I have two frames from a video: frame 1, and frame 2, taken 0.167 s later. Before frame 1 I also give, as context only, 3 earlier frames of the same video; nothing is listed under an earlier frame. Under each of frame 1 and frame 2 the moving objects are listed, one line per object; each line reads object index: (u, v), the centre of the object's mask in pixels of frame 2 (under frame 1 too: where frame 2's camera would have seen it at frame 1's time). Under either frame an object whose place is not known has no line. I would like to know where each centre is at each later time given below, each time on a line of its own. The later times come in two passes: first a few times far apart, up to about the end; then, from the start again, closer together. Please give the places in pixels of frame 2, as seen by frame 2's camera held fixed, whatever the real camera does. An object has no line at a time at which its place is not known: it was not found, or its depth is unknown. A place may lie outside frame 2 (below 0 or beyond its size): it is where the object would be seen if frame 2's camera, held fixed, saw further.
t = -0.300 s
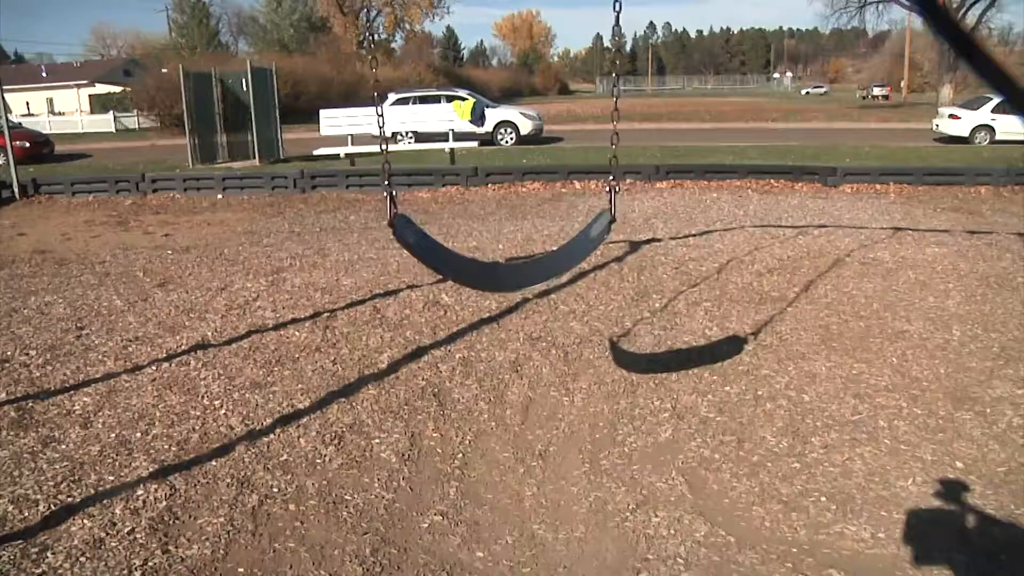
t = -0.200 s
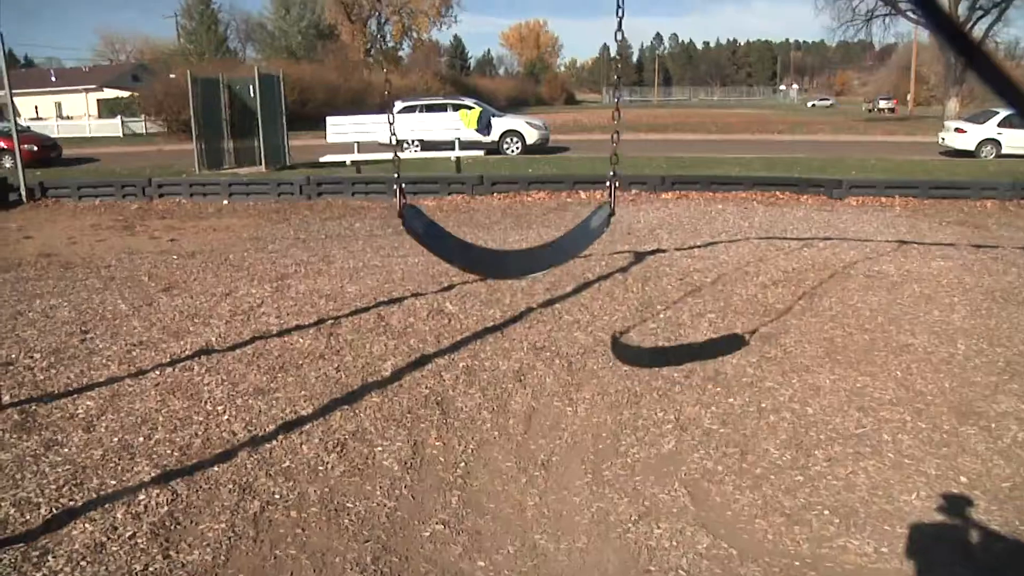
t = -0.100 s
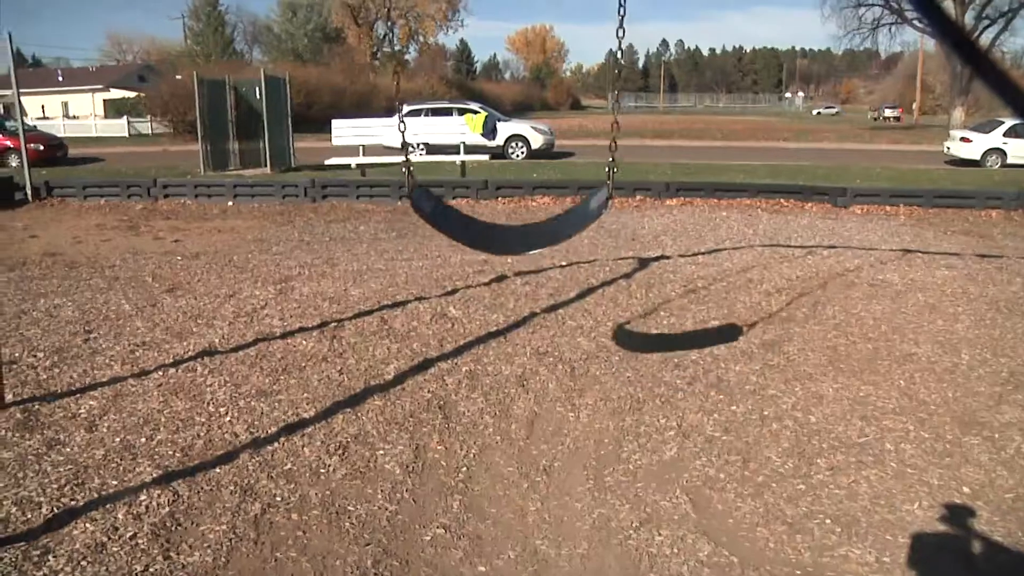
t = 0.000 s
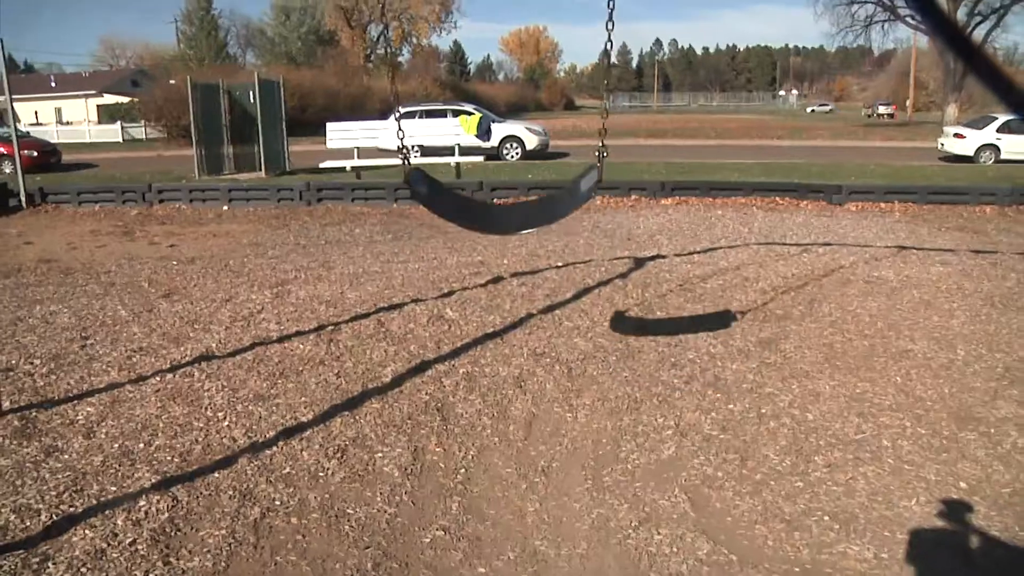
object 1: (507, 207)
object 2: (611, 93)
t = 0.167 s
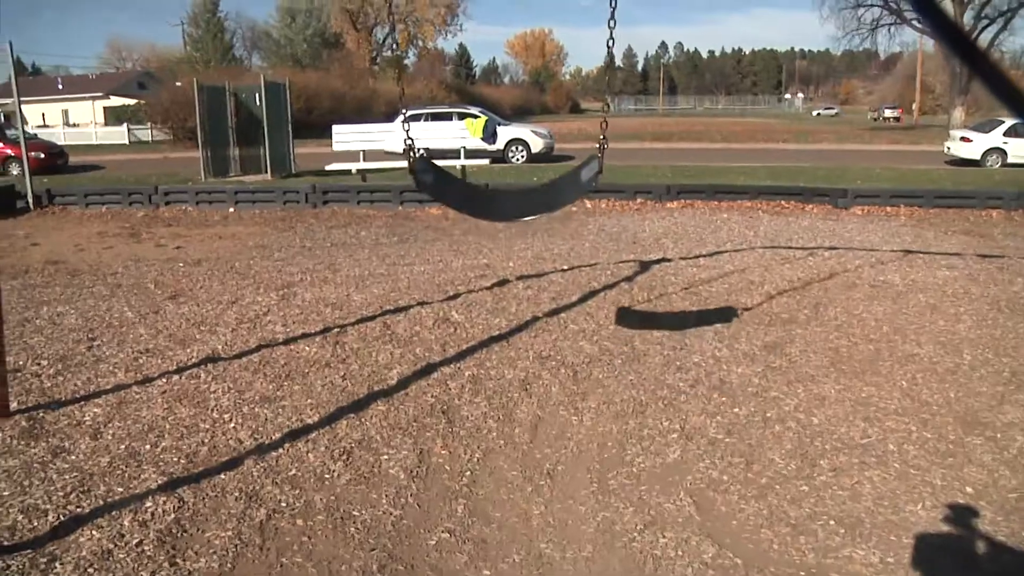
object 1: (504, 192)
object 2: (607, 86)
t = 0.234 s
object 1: (504, 193)
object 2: (607, 84)
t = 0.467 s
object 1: (497, 230)
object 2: (607, 103)
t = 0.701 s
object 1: (489, 306)
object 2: (619, 150)
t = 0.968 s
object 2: (658, 190)
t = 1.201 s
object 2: (722, 202)
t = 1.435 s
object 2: (787, 179)
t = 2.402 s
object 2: (623, 135)
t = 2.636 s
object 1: (505, 210)
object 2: (609, 105)
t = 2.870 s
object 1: (503, 195)
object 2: (605, 98)
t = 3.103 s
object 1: (501, 228)
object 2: (610, 113)
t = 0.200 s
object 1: (504, 192)
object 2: (607, 84)
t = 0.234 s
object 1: (504, 193)
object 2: (607, 84)
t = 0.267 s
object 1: (502, 196)
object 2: (606, 86)
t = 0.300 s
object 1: (502, 199)
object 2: (606, 88)
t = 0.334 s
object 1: (500, 203)
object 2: (606, 90)
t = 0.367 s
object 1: (500, 209)
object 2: (606, 91)
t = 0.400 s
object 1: (499, 215)
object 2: (606, 94)
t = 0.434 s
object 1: (497, 223)
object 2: (606, 99)
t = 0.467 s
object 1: (497, 230)
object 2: (607, 103)
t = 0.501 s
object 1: (496, 239)
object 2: (607, 110)
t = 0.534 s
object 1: (495, 249)
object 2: (608, 117)
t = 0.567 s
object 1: (495, 261)
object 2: (610, 121)
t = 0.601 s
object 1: (495, 272)
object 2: (612, 127)
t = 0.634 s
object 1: (495, 283)
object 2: (614, 135)
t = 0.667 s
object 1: (493, 295)
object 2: (616, 139)
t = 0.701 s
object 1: (489, 306)
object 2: (619, 150)
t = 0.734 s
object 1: (492, 318)
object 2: (623, 154)
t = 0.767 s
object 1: (489, 330)
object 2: (627, 158)
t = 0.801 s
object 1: (487, 341)
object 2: (630, 168)
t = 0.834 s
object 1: (489, 353)
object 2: (635, 169)
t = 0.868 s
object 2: (640, 178)
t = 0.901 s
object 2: (645, 183)
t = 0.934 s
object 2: (651, 187)
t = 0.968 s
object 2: (658, 190)
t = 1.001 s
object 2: (665, 191)
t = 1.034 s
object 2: (673, 195)
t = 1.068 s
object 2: (681, 198)
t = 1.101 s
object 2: (691, 201)
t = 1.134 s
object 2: (701, 201)
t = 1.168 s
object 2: (711, 201)
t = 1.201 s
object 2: (722, 202)
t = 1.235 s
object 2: (732, 194)
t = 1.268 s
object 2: (742, 190)
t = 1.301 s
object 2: (753, 190)
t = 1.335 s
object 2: (763, 188)
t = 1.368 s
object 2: (772, 186)
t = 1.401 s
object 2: (780, 183)
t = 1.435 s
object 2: (787, 179)
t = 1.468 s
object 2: (791, 178)
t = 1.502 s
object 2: (795, 176)
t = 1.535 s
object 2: (796, 176)
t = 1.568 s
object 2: (795, 177)
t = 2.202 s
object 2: (646, 165)
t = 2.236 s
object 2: (641, 165)
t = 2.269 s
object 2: (637, 158)
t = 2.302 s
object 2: (633, 147)
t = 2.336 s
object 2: (630, 143)
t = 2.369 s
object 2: (626, 143)
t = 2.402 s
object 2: (623, 135)
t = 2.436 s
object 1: (506, 259)
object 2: (621, 129)
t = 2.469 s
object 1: (507, 249)
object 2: (619, 123)
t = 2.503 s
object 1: (506, 239)
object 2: (616, 121)
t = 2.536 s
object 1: (506, 231)
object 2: (614, 115)
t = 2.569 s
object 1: (505, 223)
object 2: (612, 112)
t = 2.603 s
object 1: (506, 216)
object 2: (611, 108)
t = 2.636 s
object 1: (505, 210)
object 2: (609, 105)
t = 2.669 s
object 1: (505, 205)
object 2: (607, 103)
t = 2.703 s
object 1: (504, 200)
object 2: (606, 101)
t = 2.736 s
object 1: (504, 197)
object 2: (605, 100)
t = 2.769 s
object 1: (504, 195)
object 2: (605, 98)
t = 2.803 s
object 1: (503, 195)
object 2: (605, 98)
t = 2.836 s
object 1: (503, 194)
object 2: (605, 98)
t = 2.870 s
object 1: (503, 195)
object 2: (605, 98)
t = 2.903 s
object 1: (502, 197)
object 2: (605, 98)
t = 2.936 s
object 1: (502, 200)
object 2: (605, 99)
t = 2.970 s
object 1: (501, 204)
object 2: (606, 102)
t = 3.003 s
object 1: (501, 208)
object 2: (607, 103)
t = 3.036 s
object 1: (502, 214)
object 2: (608, 107)
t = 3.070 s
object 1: (503, 221)
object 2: (609, 109)
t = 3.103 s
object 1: (501, 228)
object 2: (610, 113)
